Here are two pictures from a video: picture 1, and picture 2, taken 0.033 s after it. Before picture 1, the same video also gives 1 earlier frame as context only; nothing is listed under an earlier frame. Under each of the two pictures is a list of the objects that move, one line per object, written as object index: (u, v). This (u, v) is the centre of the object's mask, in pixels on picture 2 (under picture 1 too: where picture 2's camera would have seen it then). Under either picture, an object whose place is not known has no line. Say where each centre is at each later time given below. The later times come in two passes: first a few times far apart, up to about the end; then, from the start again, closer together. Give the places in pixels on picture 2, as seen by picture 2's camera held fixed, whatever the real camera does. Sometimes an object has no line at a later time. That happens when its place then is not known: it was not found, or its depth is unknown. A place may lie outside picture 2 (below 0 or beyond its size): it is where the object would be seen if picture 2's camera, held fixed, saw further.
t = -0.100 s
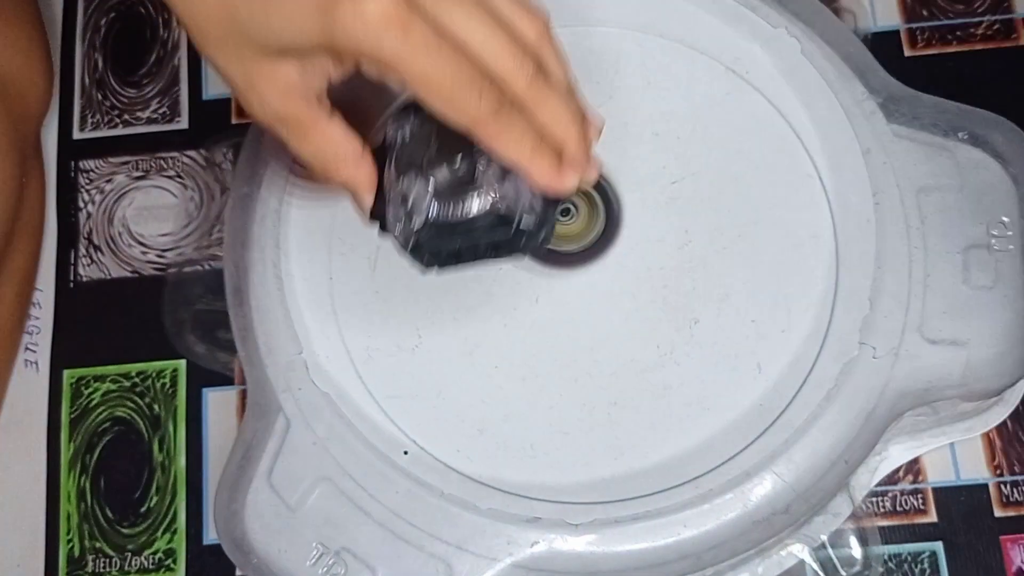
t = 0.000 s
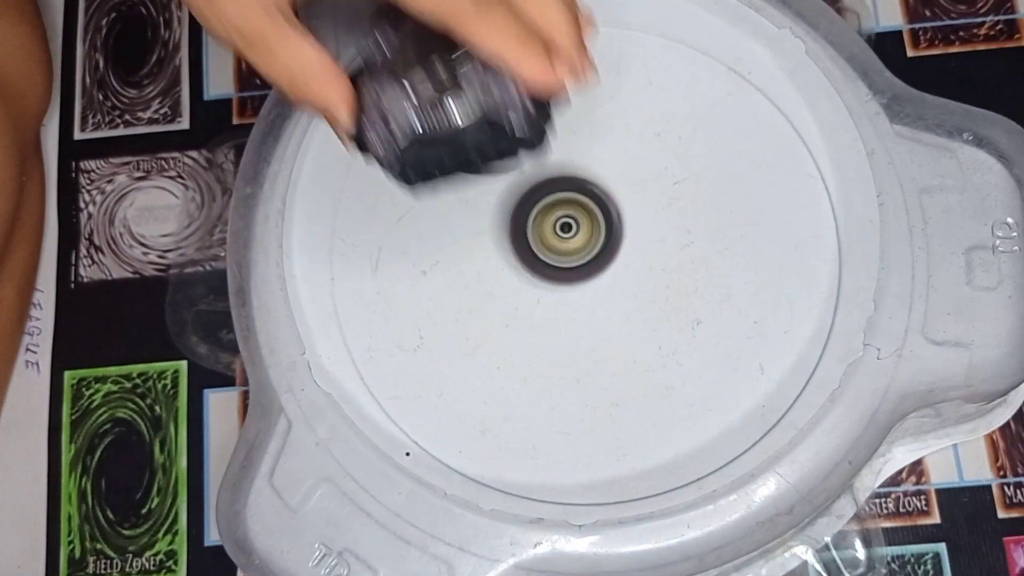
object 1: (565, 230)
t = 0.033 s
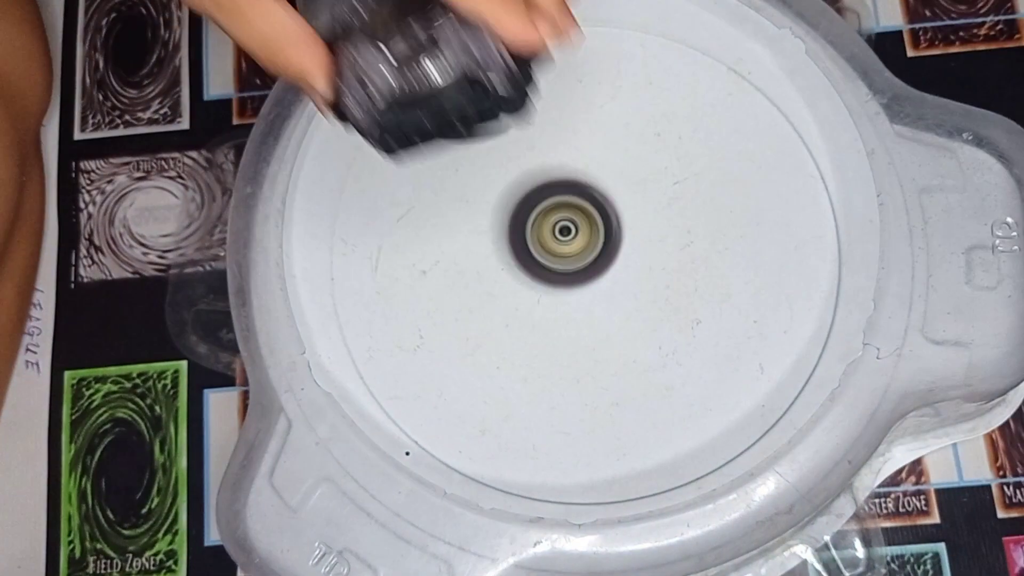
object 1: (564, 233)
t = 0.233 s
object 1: (580, 255)
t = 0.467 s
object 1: (611, 228)
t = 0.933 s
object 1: (572, 227)
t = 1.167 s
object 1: (612, 240)
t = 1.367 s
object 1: (629, 212)
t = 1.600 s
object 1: (596, 207)
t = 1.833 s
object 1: (591, 249)
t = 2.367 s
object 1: (607, 234)
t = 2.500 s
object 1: (586, 241)
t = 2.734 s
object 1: (593, 267)
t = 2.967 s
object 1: (604, 245)
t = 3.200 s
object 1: (577, 230)
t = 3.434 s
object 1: (579, 247)
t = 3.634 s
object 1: (601, 228)
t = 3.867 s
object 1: (586, 209)
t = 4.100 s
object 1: (584, 226)
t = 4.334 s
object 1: (609, 232)
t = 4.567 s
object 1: (615, 219)
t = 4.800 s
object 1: (598, 228)
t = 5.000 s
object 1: (596, 246)
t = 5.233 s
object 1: (605, 257)
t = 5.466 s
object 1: (607, 247)
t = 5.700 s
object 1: (584, 241)
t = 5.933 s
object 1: (587, 254)
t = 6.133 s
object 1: (596, 236)
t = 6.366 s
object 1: (586, 221)
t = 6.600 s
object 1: (613, 210)
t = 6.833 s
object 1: (638, 184)
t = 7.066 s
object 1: (694, 263)
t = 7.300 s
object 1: (706, 292)
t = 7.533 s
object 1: (678, 337)
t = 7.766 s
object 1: (604, 338)
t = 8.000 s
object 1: (504, 319)
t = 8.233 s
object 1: (473, 292)
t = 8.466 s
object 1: (512, 233)
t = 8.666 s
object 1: (582, 158)
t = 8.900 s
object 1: (630, 89)
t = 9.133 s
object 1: (643, 98)
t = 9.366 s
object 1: (656, 101)
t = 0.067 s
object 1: (564, 239)
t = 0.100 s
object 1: (565, 241)
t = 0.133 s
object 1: (568, 244)
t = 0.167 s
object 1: (571, 248)
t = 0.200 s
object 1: (575, 252)
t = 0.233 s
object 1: (580, 255)
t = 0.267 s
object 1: (585, 256)
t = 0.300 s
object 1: (591, 255)
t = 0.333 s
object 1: (597, 252)
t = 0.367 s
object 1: (602, 248)
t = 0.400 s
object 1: (606, 242)
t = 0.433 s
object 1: (609, 235)
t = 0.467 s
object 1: (611, 228)
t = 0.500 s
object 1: (611, 221)
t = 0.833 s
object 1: (566, 208)
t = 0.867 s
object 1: (567, 215)
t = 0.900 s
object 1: (568, 221)
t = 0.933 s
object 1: (572, 227)
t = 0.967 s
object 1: (576, 231)
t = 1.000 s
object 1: (581, 235)
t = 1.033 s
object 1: (586, 239)
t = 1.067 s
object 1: (591, 243)
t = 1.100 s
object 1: (599, 243)
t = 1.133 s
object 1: (606, 242)
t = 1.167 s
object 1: (612, 240)
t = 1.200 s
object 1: (618, 237)
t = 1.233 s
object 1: (623, 233)
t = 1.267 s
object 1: (626, 229)
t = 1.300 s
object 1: (628, 224)
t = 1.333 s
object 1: (629, 218)
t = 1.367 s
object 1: (629, 212)
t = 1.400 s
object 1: (626, 207)
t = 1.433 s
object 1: (622, 203)
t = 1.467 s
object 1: (616, 200)
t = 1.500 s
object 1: (610, 199)
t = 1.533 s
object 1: (604, 200)
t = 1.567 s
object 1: (600, 203)
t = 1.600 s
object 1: (596, 207)
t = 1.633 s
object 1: (592, 211)
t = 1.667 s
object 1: (588, 216)
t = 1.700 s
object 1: (586, 223)
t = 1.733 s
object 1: (586, 231)
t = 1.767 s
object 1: (587, 237)
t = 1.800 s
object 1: (588, 244)
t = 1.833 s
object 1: (591, 249)
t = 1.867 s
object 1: (597, 254)
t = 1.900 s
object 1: (601, 257)
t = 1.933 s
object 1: (605, 259)
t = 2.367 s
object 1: (607, 234)
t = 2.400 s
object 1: (602, 234)
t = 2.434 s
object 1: (597, 235)
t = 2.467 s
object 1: (592, 237)
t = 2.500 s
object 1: (586, 241)
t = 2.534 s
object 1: (582, 246)
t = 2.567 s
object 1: (581, 253)
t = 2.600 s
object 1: (582, 257)
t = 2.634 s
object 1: (583, 261)
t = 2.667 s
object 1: (585, 264)
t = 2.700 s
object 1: (588, 266)
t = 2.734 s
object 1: (593, 267)
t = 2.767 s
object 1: (596, 267)
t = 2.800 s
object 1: (599, 266)
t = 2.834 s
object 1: (602, 263)
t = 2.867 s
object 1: (603, 259)
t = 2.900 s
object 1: (604, 254)
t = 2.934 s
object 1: (605, 249)
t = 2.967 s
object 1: (604, 245)
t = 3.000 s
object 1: (601, 241)
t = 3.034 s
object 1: (598, 236)
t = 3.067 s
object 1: (594, 232)
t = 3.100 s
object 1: (589, 230)
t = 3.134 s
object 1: (584, 230)
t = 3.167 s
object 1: (581, 230)
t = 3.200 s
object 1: (577, 230)
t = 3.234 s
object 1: (574, 232)
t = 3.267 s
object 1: (573, 234)
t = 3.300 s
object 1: (572, 236)
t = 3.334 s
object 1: (572, 239)
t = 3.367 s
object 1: (573, 242)
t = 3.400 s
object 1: (575, 245)
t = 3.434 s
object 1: (579, 247)
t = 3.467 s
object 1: (584, 249)
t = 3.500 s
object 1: (589, 248)
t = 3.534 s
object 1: (594, 244)
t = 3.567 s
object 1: (598, 239)
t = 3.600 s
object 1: (601, 233)
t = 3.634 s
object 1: (601, 228)
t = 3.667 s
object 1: (600, 223)
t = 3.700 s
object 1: (598, 219)
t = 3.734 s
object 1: (596, 216)
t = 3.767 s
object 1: (594, 213)
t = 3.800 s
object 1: (592, 211)
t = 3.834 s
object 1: (589, 209)
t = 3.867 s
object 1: (586, 209)
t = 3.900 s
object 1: (583, 210)
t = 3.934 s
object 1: (581, 211)
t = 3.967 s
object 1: (580, 213)
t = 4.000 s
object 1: (580, 216)
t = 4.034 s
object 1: (581, 219)
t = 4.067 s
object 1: (582, 223)
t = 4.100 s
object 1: (584, 226)
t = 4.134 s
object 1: (587, 229)
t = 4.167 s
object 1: (591, 232)
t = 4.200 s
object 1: (595, 234)
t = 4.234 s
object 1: (598, 234)
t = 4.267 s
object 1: (602, 234)
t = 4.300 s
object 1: (606, 233)
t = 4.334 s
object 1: (609, 232)
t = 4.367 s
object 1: (612, 231)
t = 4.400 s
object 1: (614, 229)
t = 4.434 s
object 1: (615, 226)
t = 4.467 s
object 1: (616, 224)
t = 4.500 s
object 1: (617, 222)
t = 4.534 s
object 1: (616, 220)
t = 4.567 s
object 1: (615, 219)
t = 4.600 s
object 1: (613, 217)
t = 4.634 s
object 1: (610, 216)
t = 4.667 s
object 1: (606, 218)
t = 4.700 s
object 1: (605, 219)
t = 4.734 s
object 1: (602, 221)
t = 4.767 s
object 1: (600, 225)
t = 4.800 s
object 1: (598, 228)
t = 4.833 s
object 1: (597, 231)
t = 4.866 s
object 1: (596, 235)
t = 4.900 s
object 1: (596, 238)
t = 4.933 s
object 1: (595, 241)
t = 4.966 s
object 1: (595, 243)
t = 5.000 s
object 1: (596, 246)
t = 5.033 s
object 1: (597, 248)
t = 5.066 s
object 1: (598, 250)
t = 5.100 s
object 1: (599, 252)
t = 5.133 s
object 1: (600, 254)
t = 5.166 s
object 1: (602, 256)
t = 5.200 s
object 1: (603, 257)
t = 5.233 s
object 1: (605, 257)
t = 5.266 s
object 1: (606, 258)
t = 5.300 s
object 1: (608, 257)
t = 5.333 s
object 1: (608, 256)
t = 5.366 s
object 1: (608, 255)
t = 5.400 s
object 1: (608, 253)
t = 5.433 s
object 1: (608, 250)
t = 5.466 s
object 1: (607, 247)
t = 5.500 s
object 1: (604, 244)
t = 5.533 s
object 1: (602, 242)
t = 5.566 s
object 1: (599, 240)
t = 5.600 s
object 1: (595, 238)
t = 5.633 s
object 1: (591, 238)
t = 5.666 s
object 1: (587, 239)
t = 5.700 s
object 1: (584, 241)
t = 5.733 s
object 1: (581, 244)
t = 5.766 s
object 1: (580, 247)
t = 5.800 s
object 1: (580, 250)
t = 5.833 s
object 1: (581, 252)
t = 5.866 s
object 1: (582, 254)
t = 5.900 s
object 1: (585, 255)
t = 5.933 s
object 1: (587, 254)
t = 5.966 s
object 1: (590, 253)
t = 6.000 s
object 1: (592, 251)
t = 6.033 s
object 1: (594, 248)
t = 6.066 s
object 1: (596, 245)
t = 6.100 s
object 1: (597, 241)
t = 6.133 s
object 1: (596, 236)
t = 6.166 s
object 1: (595, 233)
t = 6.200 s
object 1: (594, 230)
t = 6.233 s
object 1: (593, 227)
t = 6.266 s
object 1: (591, 225)
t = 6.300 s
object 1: (590, 223)
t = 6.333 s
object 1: (587, 222)
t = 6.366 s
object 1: (586, 221)
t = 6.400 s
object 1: (584, 221)
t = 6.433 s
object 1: (583, 221)
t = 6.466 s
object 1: (583, 221)
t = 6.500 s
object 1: (591, 220)
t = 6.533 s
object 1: (599, 217)
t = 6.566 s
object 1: (606, 213)
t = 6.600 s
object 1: (613, 210)
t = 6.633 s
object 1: (619, 206)
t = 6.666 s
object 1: (624, 202)
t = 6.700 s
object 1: (628, 198)
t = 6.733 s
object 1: (632, 194)
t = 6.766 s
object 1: (635, 190)
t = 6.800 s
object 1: (637, 187)
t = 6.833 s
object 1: (638, 184)
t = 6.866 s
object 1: (642, 195)
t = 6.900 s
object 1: (651, 213)
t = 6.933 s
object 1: (660, 225)
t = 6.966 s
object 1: (670, 237)
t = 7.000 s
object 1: (679, 247)
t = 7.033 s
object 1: (687, 256)
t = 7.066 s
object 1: (694, 263)
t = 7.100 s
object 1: (700, 269)
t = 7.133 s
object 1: (704, 274)
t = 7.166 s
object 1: (707, 279)
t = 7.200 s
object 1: (709, 283)
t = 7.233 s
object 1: (710, 287)
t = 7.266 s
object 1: (708, 290)
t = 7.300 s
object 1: (706, 292)
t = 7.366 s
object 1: (701, 302)
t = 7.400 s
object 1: (699, 312)
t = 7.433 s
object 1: (696, 320)
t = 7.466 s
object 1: (691, 326)
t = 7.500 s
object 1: (685, 332)
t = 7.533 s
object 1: (678, 337)
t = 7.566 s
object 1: (670, 340)
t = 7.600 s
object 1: (662, 342)
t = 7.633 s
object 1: (653, 343)
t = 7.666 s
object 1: (642, 343)
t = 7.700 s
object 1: (632, 343)
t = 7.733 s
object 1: (619, 341)
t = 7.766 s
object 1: (604, 338)
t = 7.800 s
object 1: (588, 336)
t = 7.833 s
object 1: (573, 334)
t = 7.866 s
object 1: (560, 332)
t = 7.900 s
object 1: (546, 328)
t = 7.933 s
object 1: (532, 325)
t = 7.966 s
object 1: (517, 322)
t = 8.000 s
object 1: (504, 319)
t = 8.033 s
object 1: (494, 317)
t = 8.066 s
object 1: (487, 314)
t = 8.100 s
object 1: (482, 311)
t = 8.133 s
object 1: (478, 307)
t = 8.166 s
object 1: (475, 303)
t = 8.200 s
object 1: (473, 297)
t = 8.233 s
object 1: (473, 292)
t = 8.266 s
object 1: (474, 285)
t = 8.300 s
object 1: (476, 279)
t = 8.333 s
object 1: (480, 271)
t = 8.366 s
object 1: (486, 262)
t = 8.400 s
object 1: (493, 253)
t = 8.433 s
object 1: (502, 243)
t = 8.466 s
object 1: (512, 233)
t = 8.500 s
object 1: (523, 222)
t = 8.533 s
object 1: (535, 210)
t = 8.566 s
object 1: (546, 197)
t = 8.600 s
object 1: (560, 184)
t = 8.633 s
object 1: (571, 171)
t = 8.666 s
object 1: (582, 158)
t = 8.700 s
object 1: (592, 144)
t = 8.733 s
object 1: (601, 131)
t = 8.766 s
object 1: (610, 119)
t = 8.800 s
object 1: (617, 109)
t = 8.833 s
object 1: (622, 99)
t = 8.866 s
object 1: (627, 93)
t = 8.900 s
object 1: (630, 89)
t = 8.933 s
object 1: (633, 86)
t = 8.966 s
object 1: (635, 84)
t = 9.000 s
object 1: (638, 84)
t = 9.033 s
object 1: (640, 85)
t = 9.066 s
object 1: (641, 88)
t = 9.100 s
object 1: (642, 93)
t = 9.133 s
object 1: (643, 98)
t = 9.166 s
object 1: (653, 88)
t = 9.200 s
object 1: (658, 86)
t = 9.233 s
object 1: (657, 85)
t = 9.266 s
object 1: (658, 87)
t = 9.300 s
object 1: (658, 90)
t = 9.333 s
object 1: (658, 95)
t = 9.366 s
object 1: (656, 101)
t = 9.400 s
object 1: (654, 110)
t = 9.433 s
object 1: (651, 120)
